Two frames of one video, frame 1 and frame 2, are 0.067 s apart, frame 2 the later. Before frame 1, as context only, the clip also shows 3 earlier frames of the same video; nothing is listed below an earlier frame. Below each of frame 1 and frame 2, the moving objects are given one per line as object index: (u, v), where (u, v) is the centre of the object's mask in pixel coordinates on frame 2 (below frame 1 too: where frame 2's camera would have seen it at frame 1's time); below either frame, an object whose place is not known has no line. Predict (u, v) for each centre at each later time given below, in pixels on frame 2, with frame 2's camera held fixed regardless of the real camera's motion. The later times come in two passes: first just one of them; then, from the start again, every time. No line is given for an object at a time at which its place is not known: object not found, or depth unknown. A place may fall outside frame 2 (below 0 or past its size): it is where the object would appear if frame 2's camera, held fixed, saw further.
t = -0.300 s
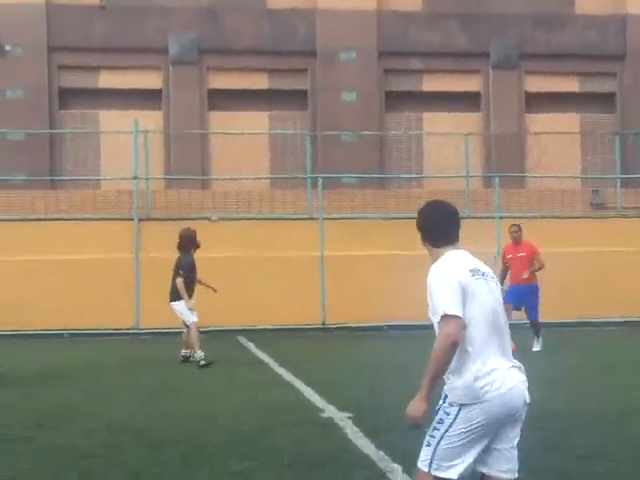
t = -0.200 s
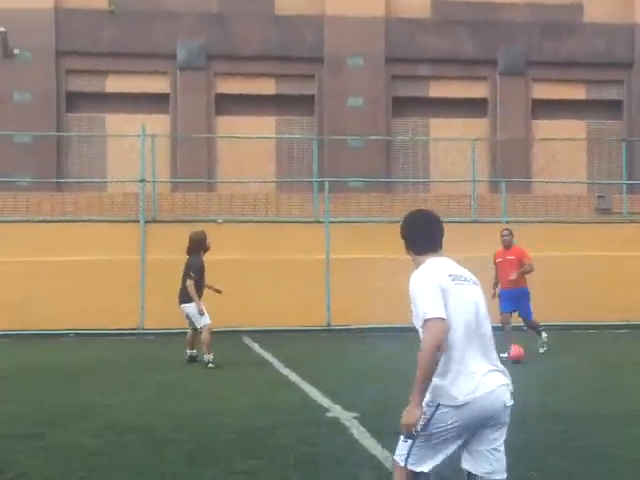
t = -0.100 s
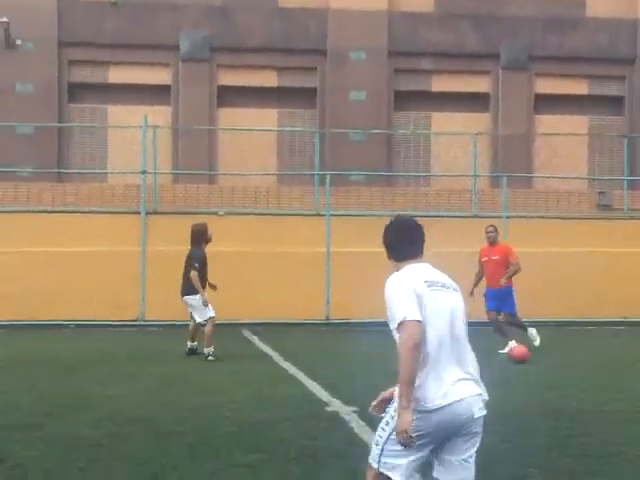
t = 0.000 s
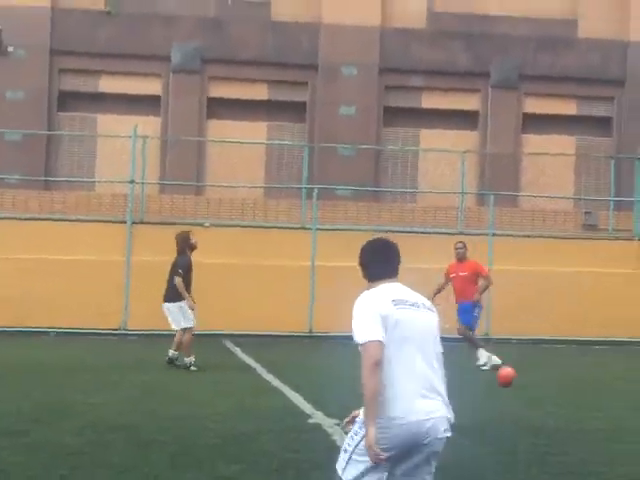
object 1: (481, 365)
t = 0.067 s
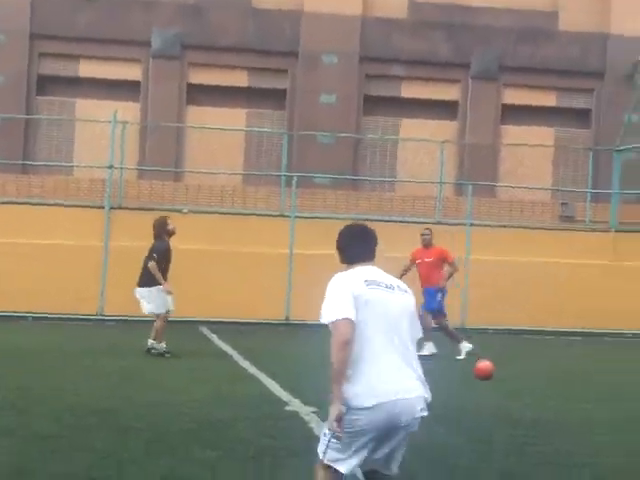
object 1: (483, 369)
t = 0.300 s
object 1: (493, 380)
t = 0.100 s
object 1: (484, 371)
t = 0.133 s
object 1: (487, 373)
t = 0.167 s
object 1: (488, 374)
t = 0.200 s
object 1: (491, 376)
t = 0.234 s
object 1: (492, 378)
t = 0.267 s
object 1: (494, 380)
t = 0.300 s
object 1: (493, 380)
